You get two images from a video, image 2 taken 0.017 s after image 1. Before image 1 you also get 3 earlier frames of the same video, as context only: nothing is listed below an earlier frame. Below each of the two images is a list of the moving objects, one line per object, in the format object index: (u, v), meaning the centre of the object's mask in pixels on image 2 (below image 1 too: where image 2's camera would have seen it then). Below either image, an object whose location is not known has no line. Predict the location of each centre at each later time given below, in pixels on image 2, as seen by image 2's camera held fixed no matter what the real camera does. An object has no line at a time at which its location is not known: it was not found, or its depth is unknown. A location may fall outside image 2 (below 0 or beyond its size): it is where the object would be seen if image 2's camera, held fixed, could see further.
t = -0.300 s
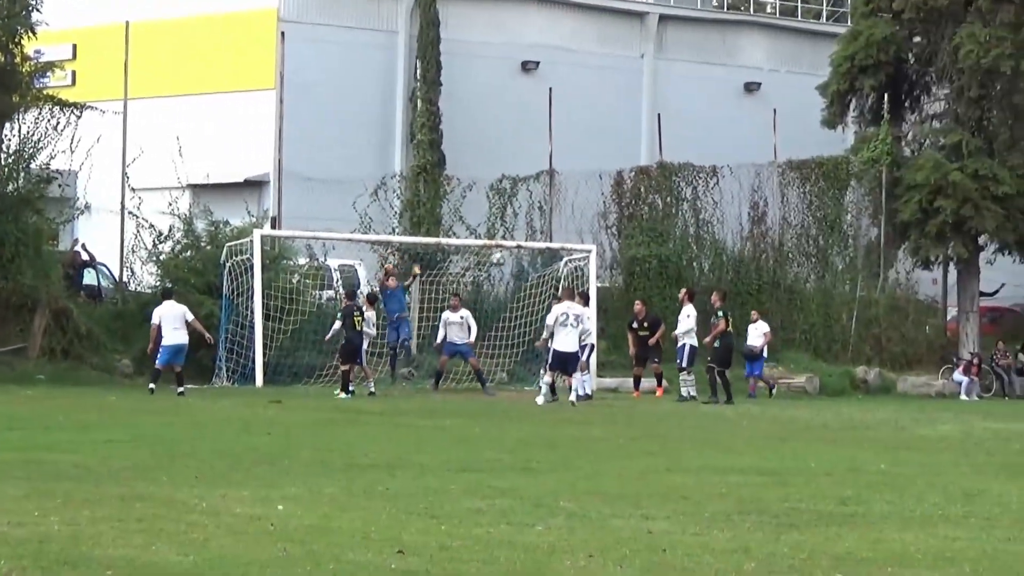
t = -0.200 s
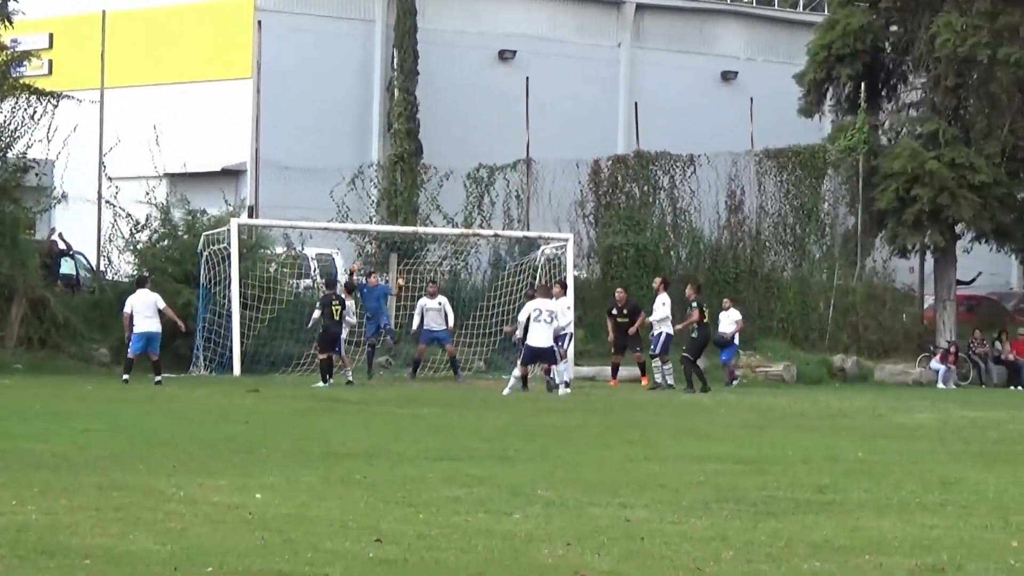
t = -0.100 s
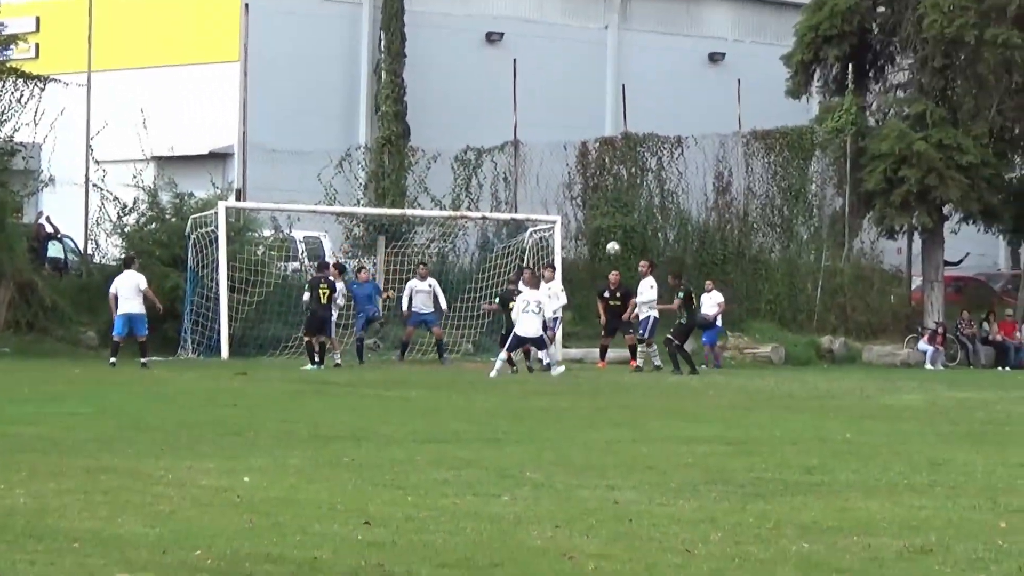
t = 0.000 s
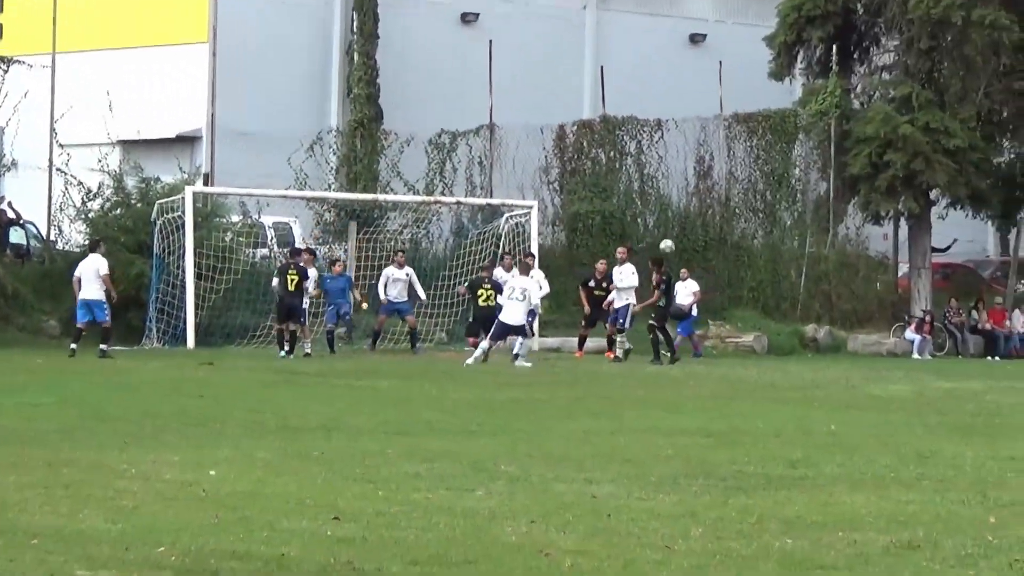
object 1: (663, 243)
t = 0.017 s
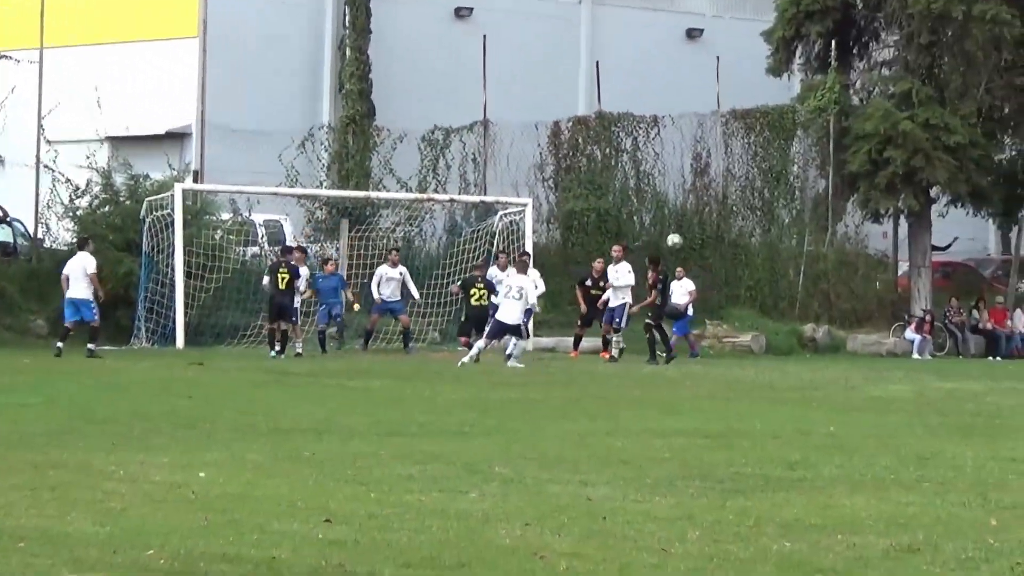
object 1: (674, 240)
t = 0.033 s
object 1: (685, 236)
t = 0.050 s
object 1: (697, 232)
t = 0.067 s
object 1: (709, 229)
